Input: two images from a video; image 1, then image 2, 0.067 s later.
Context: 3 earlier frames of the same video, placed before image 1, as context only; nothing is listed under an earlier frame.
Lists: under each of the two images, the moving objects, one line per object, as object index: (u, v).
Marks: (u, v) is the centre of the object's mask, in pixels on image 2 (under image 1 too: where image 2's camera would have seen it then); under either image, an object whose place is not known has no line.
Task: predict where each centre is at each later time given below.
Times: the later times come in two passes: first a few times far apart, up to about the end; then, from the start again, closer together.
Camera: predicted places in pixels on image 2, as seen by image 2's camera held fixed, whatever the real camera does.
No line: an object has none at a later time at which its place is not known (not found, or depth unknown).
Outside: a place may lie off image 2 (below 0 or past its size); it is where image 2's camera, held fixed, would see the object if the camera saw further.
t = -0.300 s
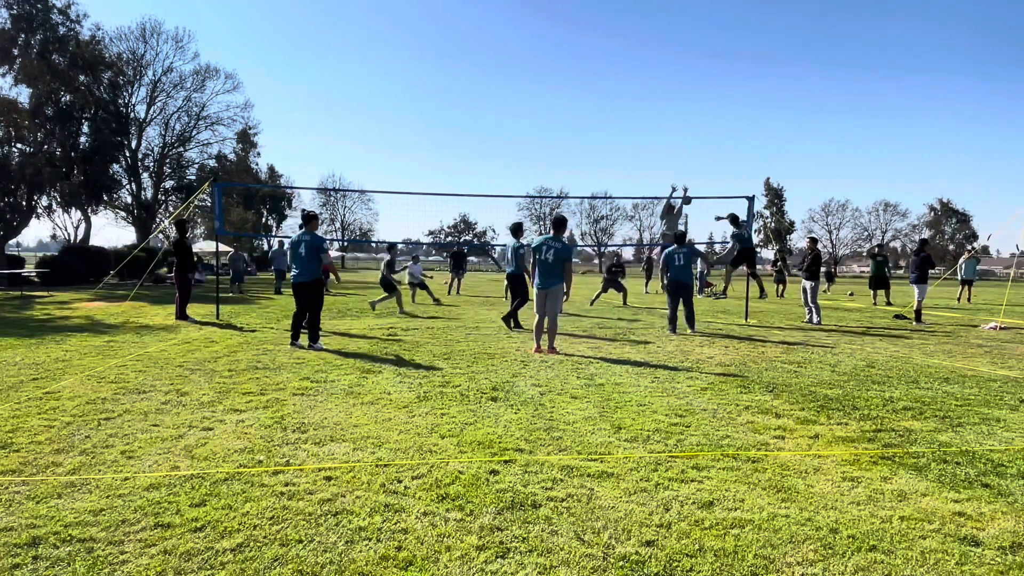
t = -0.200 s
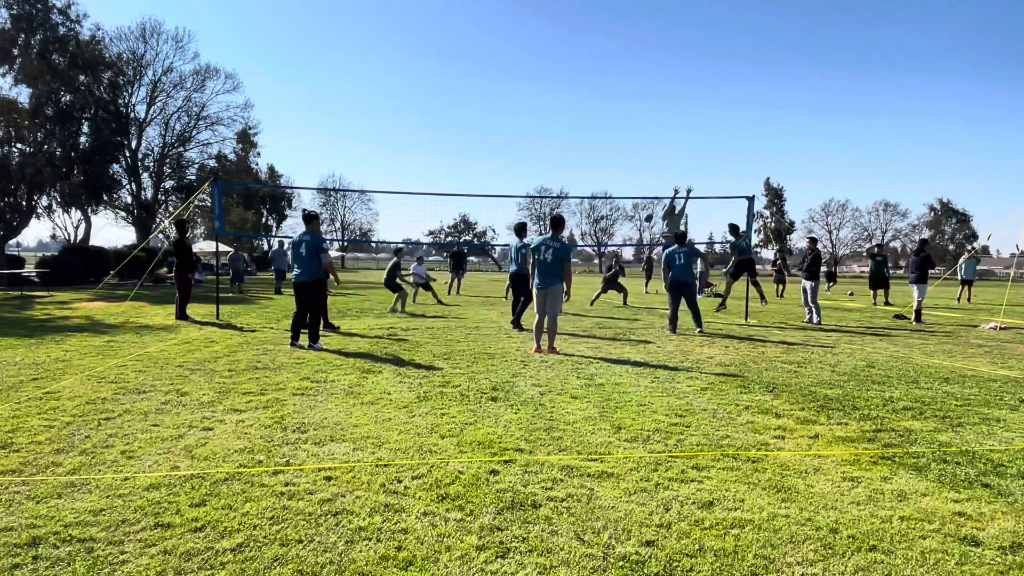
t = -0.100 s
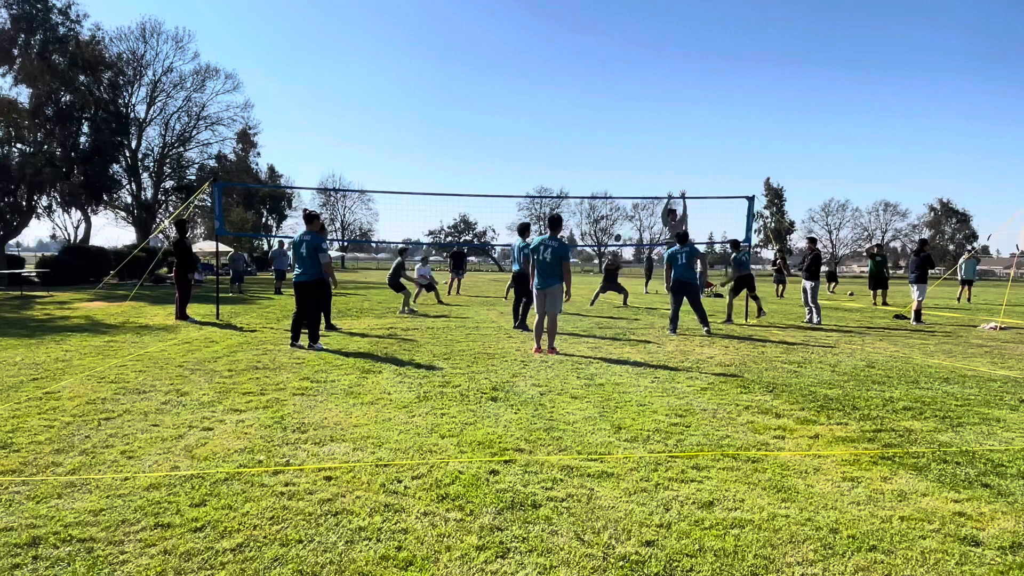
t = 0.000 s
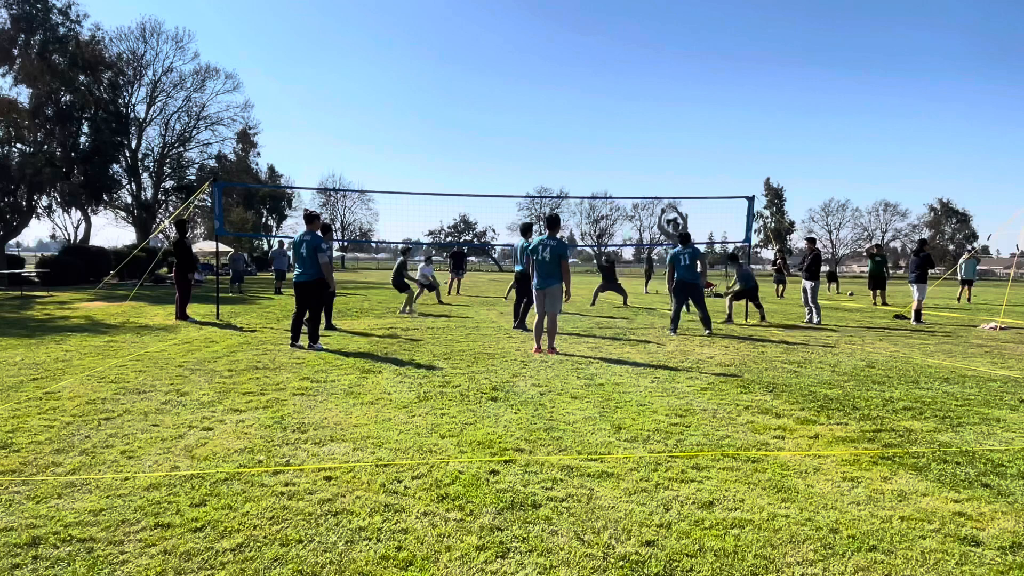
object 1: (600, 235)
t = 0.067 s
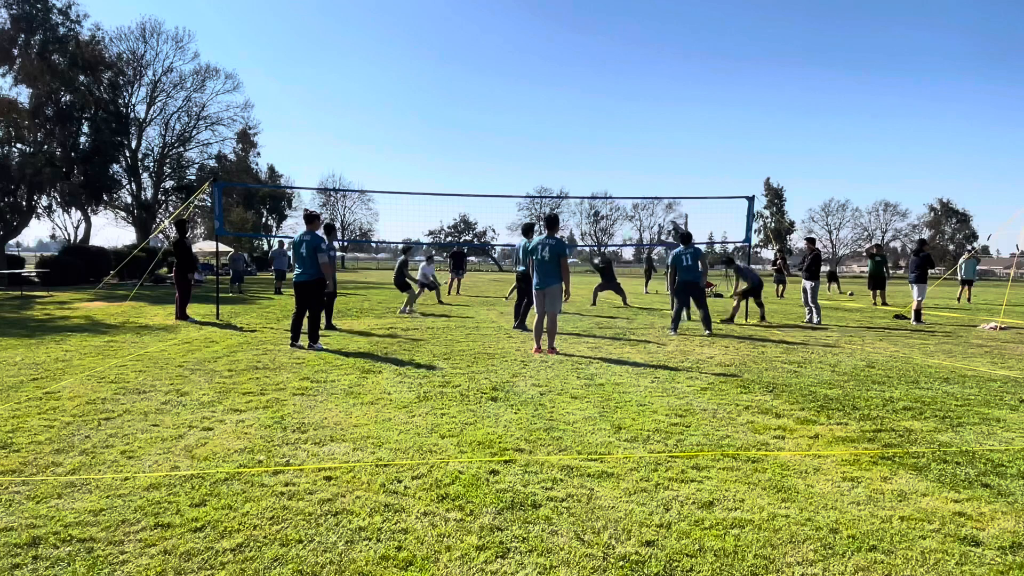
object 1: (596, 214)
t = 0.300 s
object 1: (583, 153)
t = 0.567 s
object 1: (568, 108)
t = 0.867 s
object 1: (551, 92)
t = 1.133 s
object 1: (535, 107)
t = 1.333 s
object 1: (522, 136)
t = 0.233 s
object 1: (586, 168)
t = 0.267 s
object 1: (584, 160)
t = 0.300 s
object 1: (583, 153)
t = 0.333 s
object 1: (581, 145)
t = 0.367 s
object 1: (579, 139)
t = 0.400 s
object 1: (577, 133)
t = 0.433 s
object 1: (575, 127)
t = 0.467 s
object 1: (573, 122)
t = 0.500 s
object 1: (572, 117)
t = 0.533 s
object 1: (570, 112)
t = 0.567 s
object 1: (568, 108)
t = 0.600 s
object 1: (566, 105)
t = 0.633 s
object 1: (564, 102)
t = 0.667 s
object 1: (562, 99)
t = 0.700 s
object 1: (560, 97)
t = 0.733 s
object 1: (558, 95)
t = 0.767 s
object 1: (557, 94)
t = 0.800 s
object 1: (554, 93)
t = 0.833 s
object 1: (553, 92)
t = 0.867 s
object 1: (551, 92)
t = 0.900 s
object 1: (549, 92)
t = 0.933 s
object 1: (547, 93)
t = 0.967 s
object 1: (545, 94)
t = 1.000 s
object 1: (543, 96)
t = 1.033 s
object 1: (541, 98)
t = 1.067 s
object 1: (539, 101)
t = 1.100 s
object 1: (537, 104)
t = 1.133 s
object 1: (535, 107)
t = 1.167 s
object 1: (533, 111)
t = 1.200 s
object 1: (531, 115)
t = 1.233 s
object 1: (528, 120)
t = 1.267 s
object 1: (526, 124)
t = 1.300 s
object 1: (524, 130)
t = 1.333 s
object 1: (522, 136)
